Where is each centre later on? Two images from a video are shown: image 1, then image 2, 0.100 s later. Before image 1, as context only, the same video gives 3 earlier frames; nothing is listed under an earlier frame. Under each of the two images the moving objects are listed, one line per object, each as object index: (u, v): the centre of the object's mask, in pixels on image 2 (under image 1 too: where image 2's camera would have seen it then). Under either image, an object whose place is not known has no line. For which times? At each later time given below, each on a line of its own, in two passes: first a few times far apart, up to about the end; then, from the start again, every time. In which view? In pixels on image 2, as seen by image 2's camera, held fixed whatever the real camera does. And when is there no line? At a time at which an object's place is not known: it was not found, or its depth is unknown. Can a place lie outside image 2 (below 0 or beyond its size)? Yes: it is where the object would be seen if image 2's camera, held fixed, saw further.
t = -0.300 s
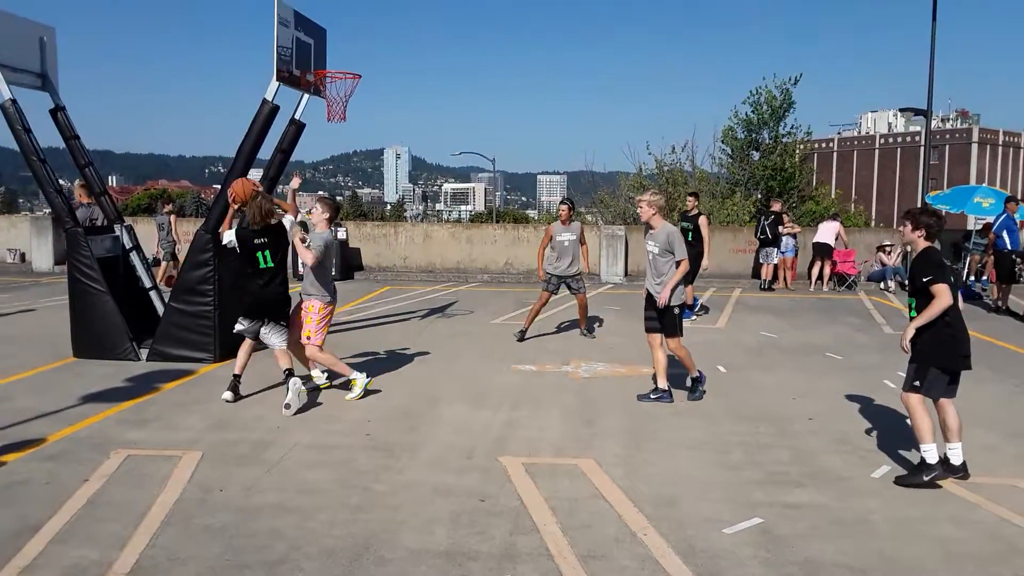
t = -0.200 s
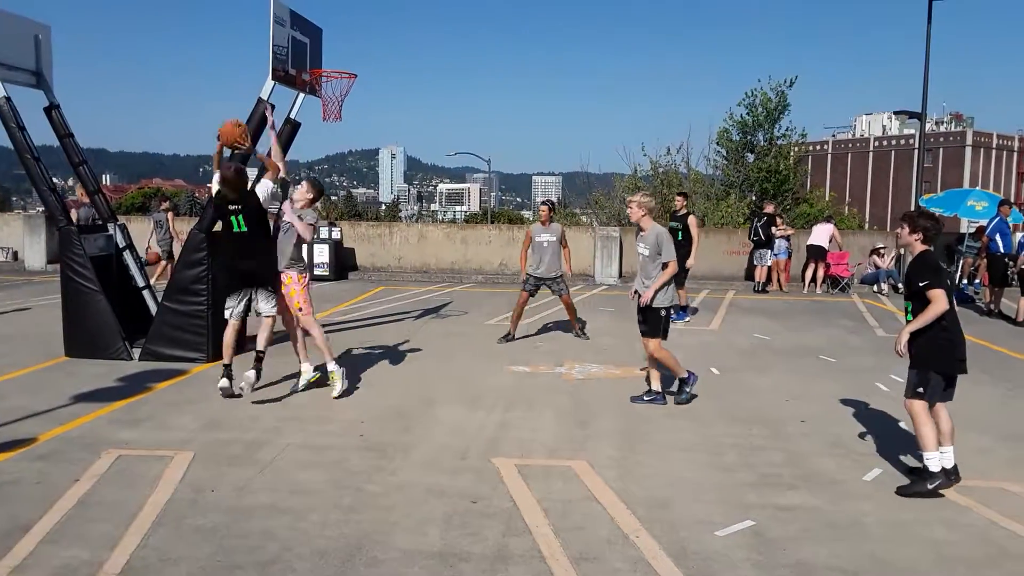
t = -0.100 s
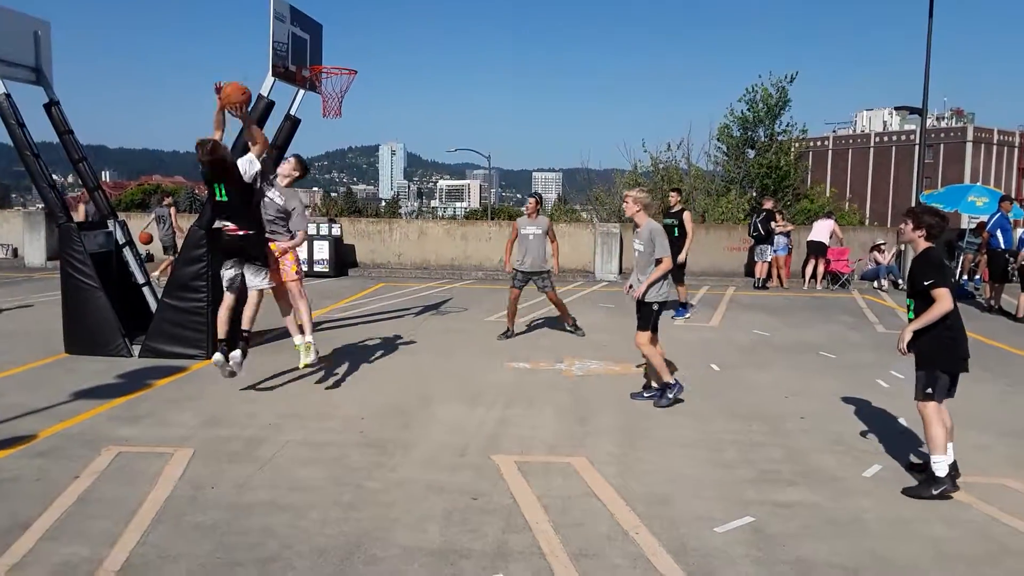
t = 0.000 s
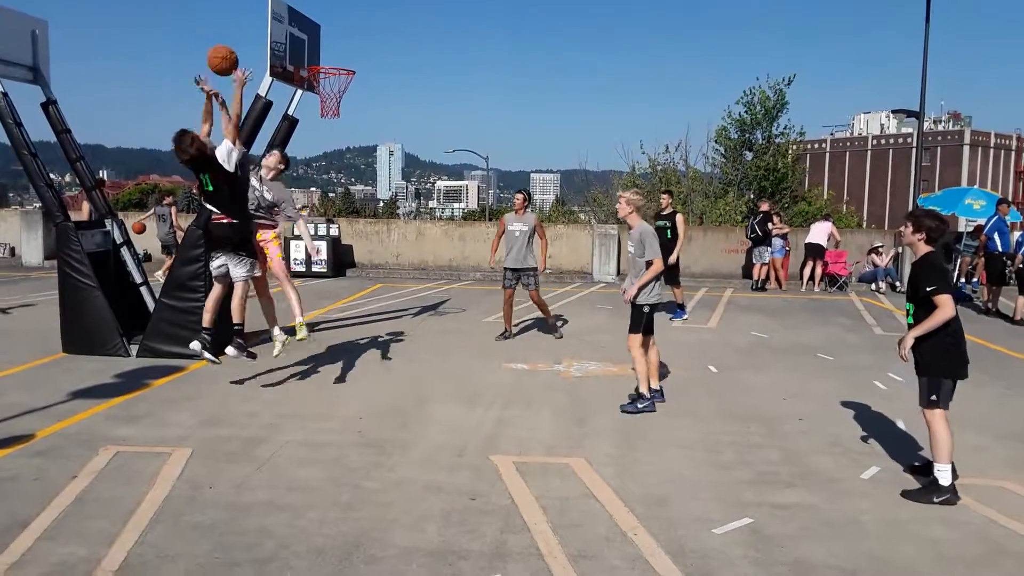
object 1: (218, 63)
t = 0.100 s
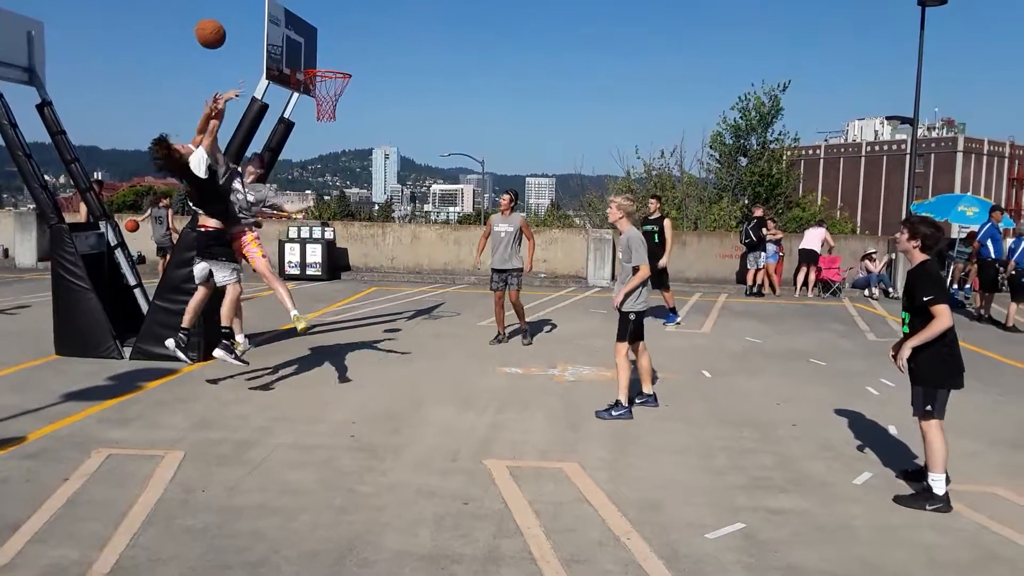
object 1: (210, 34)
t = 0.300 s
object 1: (196, 16)
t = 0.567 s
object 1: (179, 60)
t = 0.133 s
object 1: (208, 28)
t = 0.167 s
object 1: (206, 23)
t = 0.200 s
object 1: (203, 19)
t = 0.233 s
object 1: (201, 16)
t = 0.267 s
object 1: (198, 15)
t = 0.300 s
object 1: (196, 16)
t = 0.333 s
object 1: (194, 18)
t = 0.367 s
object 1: (192, 20)
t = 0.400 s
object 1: (190, 23)
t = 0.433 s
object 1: (188, 29)
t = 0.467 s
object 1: (185, 35)
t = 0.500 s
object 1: (183, 42)
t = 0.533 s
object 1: (181, 50)
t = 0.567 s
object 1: (179, 60)
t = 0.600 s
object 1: (177, 70)
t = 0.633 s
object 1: (175, 81)
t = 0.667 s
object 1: (173, 93)
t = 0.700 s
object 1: (171, 106)
